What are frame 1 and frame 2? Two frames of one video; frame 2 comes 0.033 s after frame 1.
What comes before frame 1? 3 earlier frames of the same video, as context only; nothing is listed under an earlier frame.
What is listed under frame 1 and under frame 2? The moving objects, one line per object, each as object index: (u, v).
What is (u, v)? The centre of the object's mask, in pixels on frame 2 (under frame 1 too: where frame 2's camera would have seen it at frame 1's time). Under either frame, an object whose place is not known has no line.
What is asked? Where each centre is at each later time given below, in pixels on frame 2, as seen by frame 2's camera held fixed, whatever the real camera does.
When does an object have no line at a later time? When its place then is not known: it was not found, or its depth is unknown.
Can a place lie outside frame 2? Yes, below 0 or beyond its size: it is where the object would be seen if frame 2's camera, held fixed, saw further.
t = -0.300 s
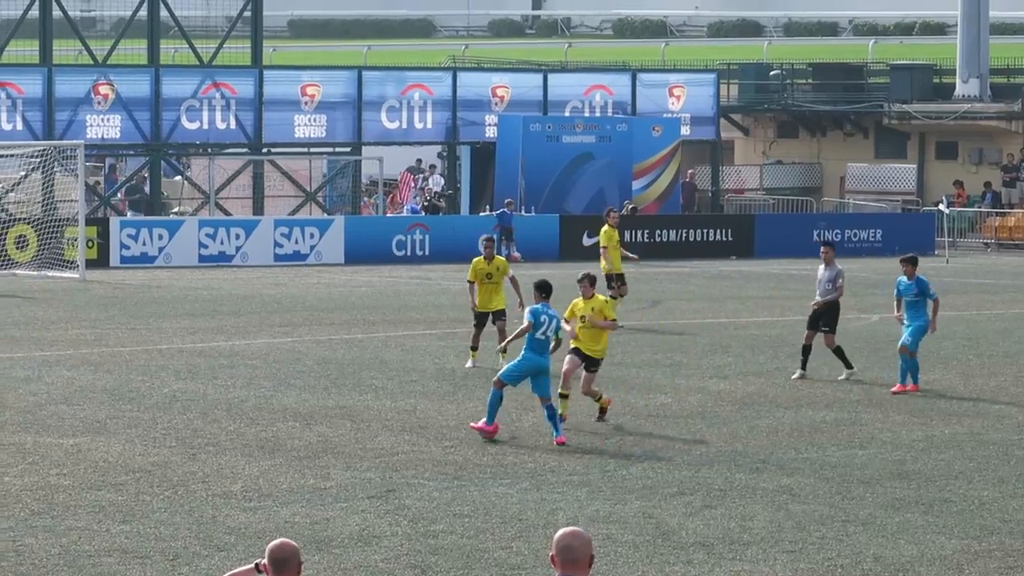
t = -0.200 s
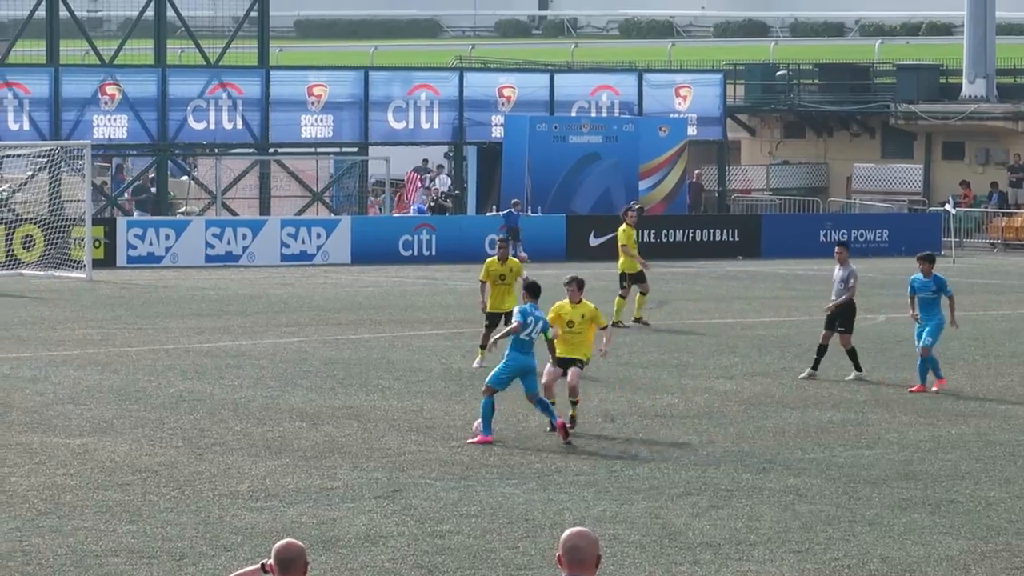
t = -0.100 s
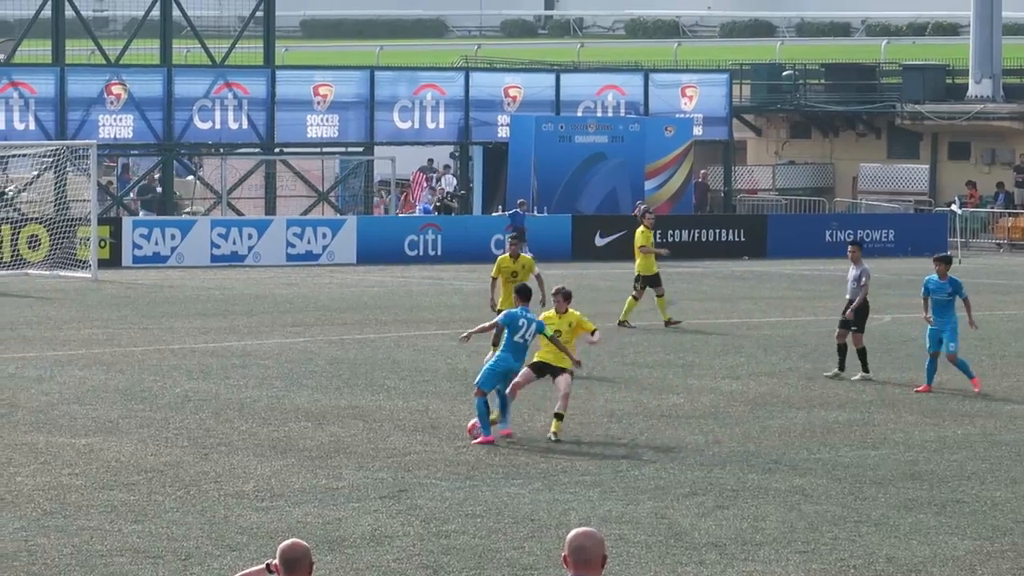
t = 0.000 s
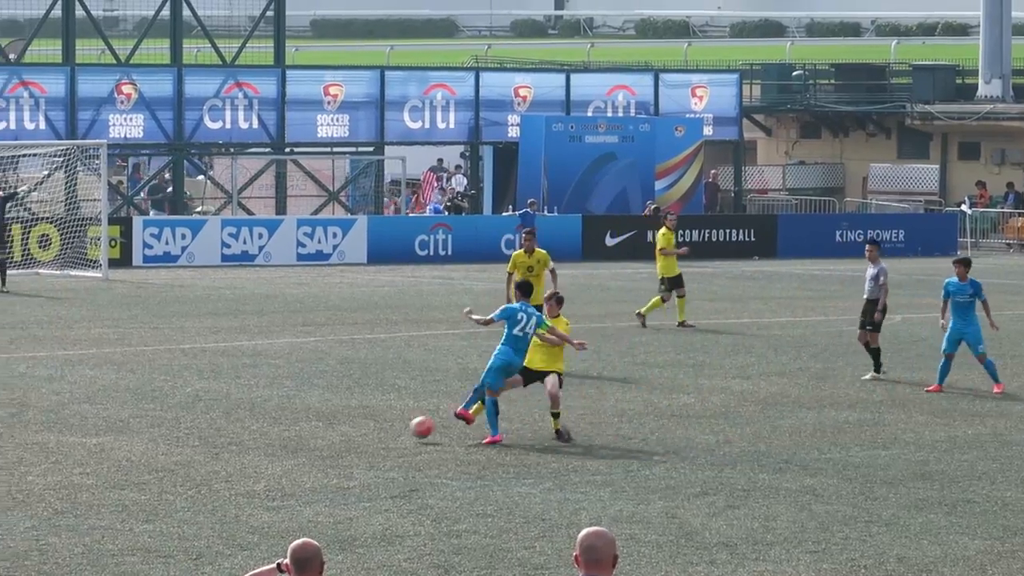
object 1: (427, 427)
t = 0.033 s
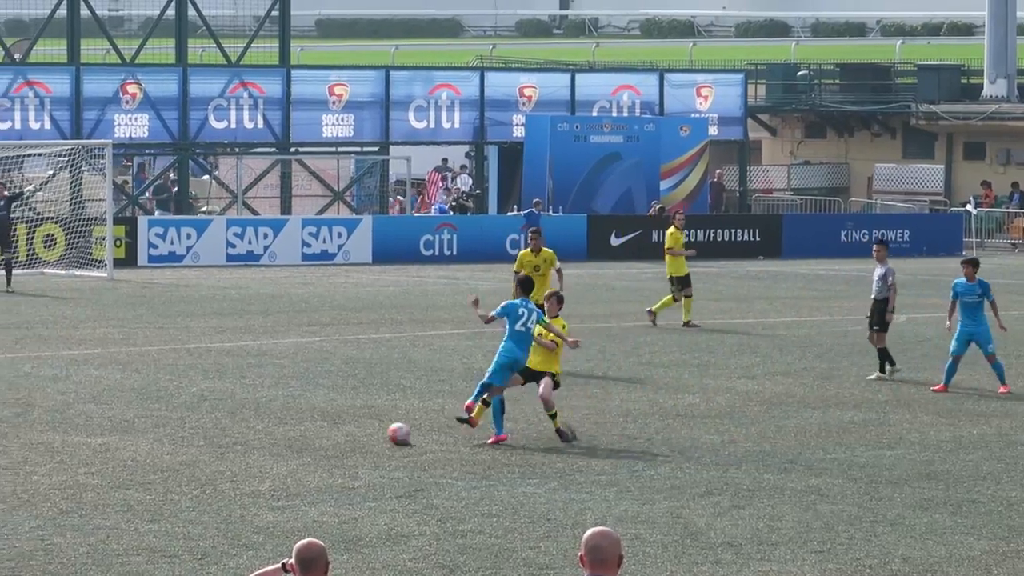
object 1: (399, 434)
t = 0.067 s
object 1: (378, 432)
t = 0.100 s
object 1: (356, 431)
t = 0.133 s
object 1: (333, 432)
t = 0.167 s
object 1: (312, 433)
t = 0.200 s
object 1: (289, 436)
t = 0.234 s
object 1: (265, 440)
